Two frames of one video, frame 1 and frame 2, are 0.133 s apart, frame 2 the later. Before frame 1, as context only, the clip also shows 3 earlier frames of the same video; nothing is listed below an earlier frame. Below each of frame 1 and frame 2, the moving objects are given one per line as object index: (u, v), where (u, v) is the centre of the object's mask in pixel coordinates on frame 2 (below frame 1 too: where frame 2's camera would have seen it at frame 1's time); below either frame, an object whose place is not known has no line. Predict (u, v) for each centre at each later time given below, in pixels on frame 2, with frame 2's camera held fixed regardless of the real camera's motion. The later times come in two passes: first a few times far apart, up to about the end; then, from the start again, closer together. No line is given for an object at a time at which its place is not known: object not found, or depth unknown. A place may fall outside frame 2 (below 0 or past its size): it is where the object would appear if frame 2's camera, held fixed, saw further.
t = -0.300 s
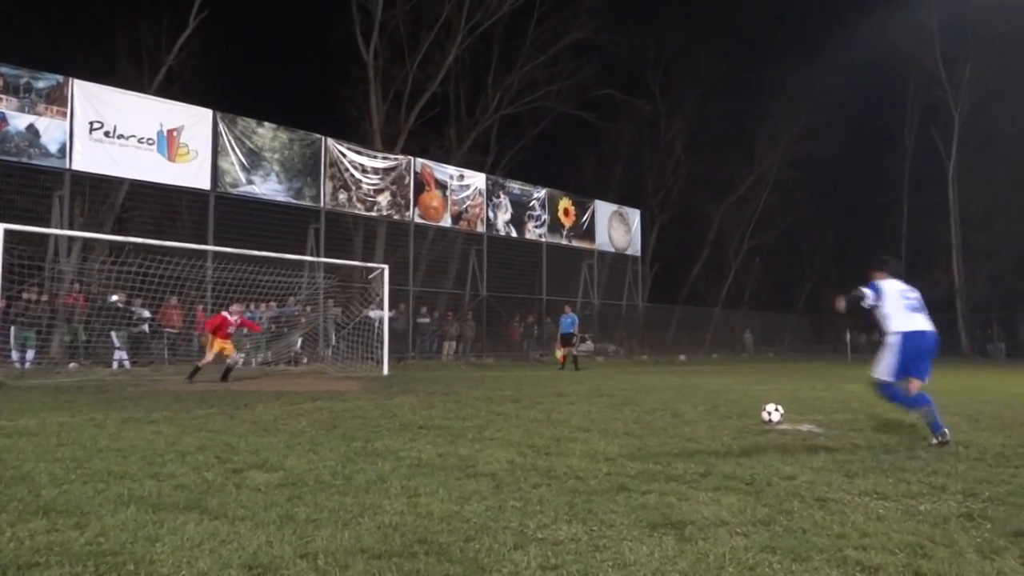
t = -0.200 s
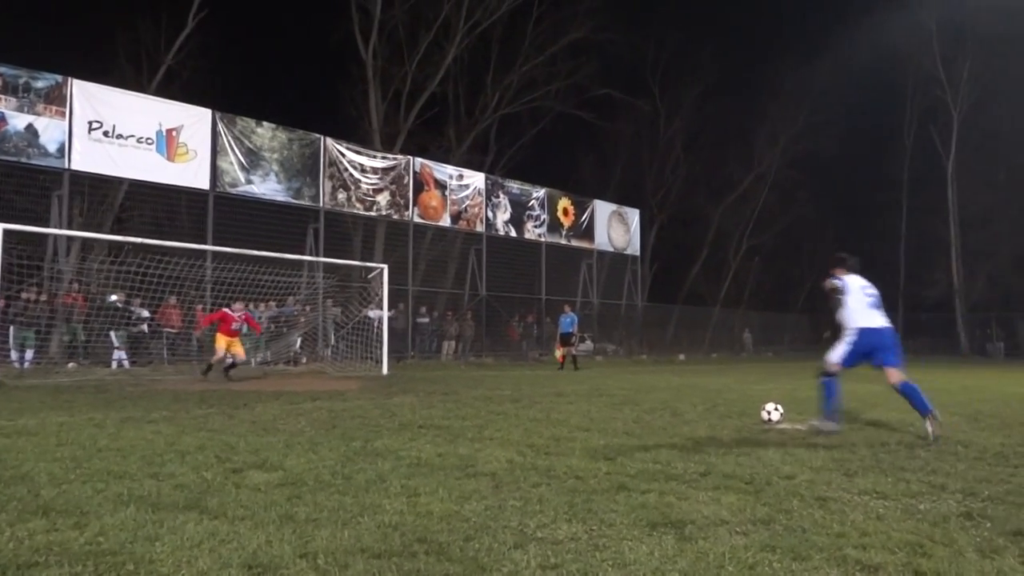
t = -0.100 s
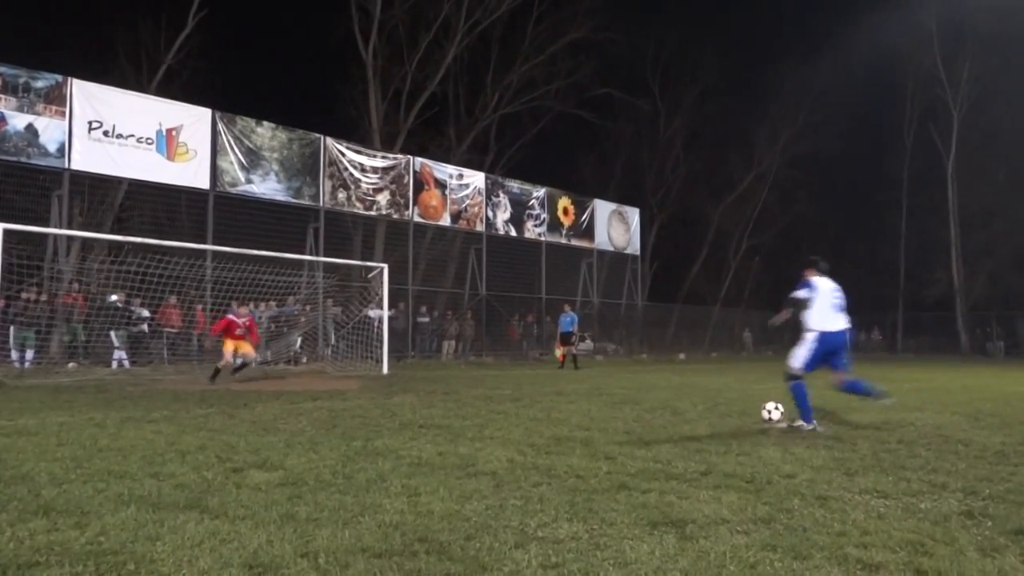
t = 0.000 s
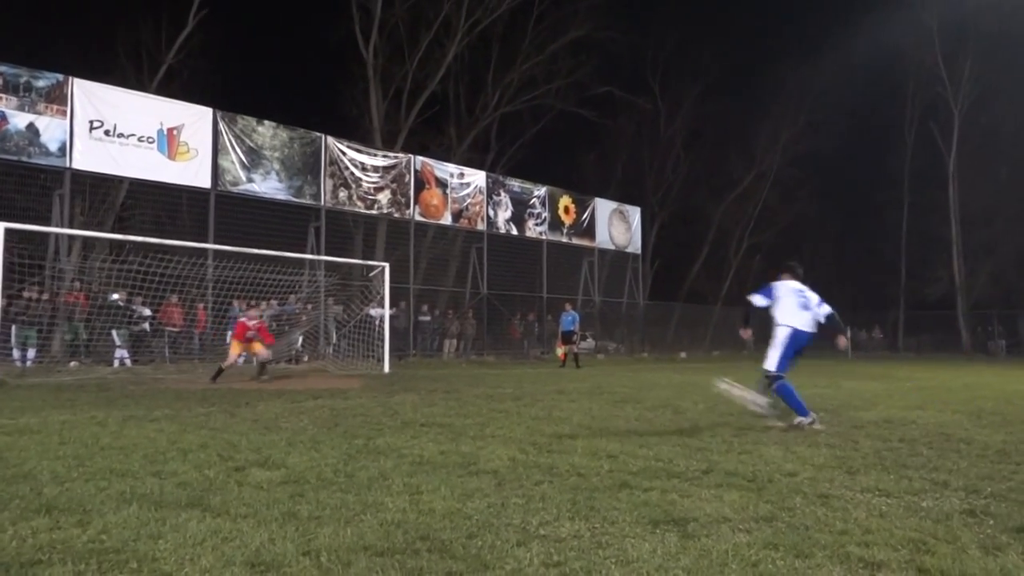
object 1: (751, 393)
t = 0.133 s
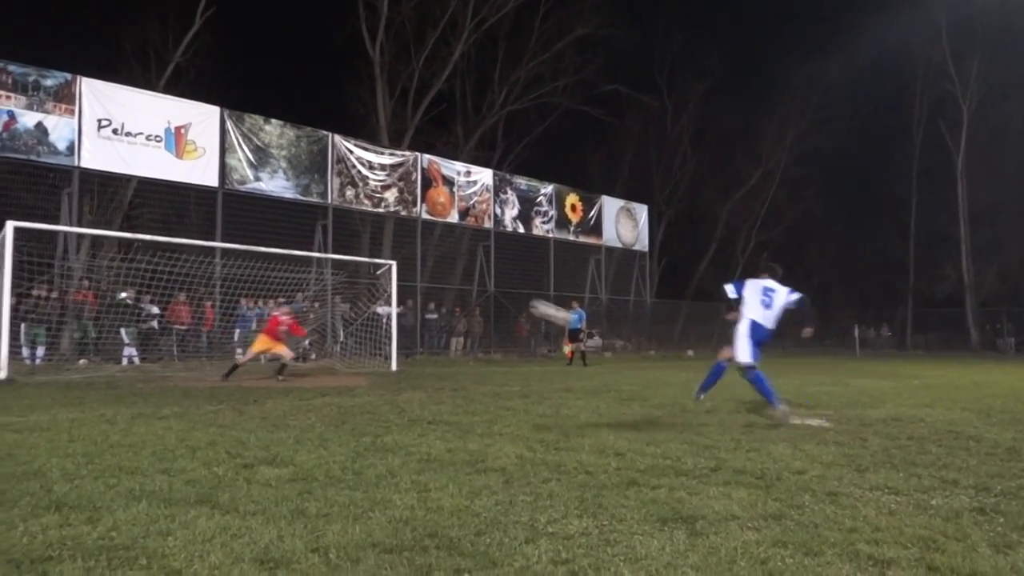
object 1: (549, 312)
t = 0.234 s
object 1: (439, 275)
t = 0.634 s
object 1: (131, 225)
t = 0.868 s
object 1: (40, 237)
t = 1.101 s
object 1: (69, 263)
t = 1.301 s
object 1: (97, 313)
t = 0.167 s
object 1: (512, 298)
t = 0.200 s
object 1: (474, 286)
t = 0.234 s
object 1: (439, 275)
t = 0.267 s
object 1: (408, 265)
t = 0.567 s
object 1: (172, 226)
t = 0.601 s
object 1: (150, 225)
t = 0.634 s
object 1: (131, 225)
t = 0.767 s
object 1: (54, 234)
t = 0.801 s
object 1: (39, 235)
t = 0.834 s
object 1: (36, 236)
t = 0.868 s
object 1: (40, 237)
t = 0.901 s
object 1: (44, 239)
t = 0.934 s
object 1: (48, 242)
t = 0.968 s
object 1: (52, 245)
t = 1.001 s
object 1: (57, 248)
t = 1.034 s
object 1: (61, 253)
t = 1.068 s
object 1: (65, 258)
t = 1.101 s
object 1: (69, 263)
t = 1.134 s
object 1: (74, 270)
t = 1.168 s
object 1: (79, 277)
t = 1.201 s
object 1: (83, 285)
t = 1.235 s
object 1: (87, 291)
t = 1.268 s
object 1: (92, 303)
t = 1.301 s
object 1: (97, 313)
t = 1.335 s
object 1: (101, 323)
